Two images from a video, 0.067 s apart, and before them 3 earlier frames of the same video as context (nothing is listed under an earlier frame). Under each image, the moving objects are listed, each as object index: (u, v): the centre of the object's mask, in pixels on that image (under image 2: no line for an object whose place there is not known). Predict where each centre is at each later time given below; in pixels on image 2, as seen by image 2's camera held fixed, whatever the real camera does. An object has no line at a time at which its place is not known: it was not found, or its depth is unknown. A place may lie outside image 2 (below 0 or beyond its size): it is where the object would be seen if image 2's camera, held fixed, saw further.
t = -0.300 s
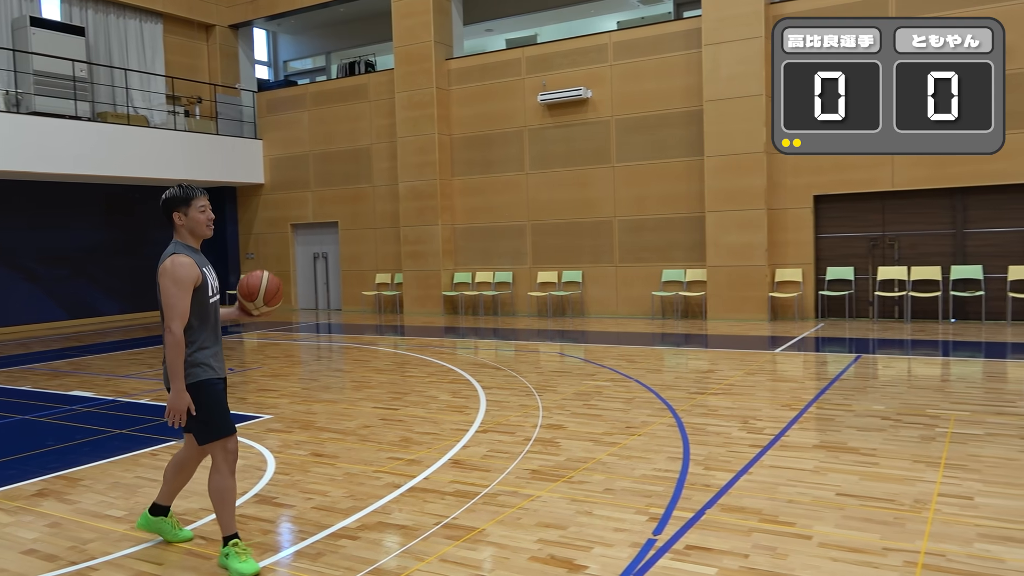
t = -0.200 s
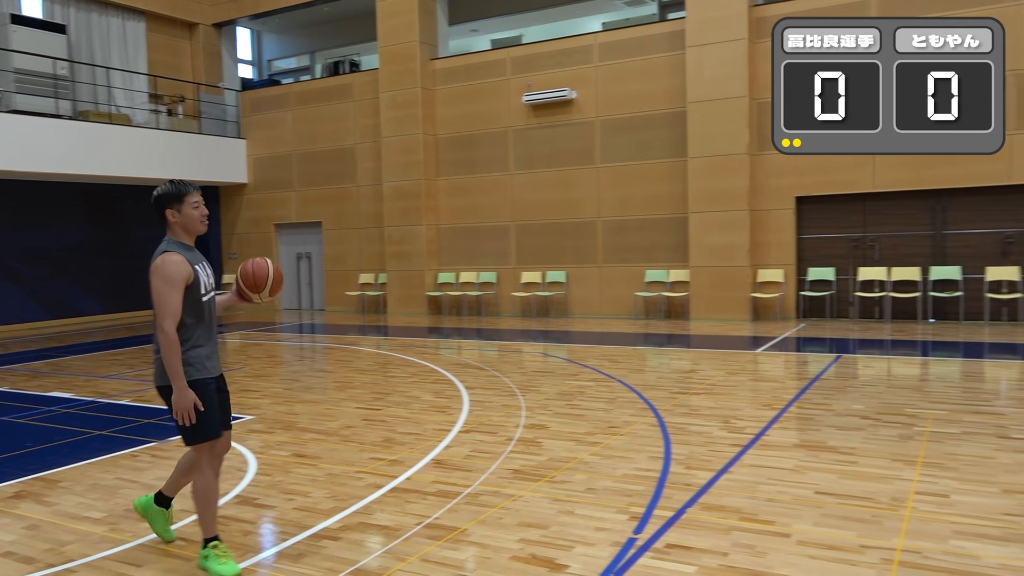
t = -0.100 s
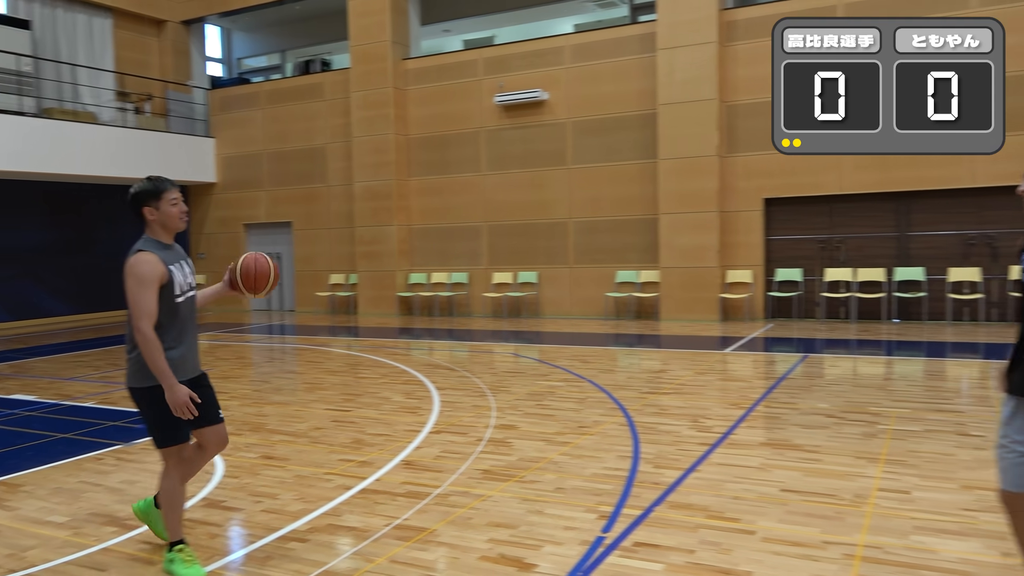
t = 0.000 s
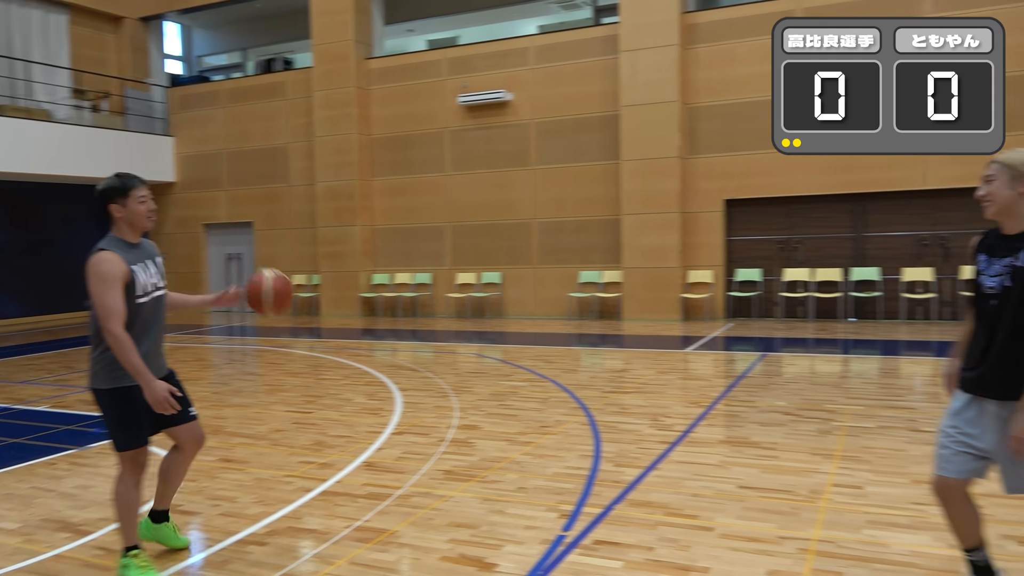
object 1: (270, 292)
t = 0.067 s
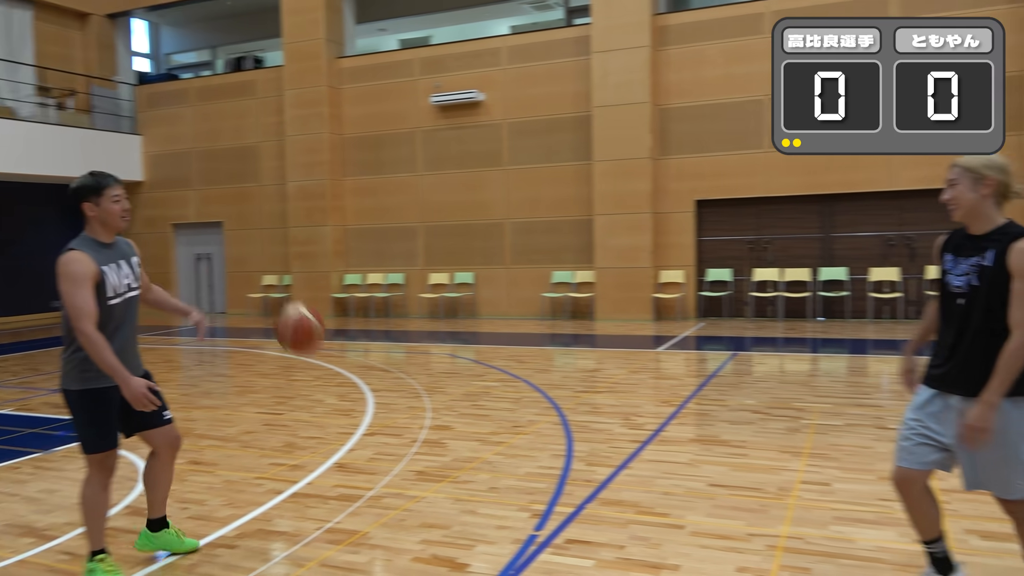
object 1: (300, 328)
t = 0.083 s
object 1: (314, 338)
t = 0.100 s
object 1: (331, 349)
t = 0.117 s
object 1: (348, 362)
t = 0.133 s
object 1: (365, 376)
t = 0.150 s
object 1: (382, 389)
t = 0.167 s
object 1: (400, 402)
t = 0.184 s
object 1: (416, 418)
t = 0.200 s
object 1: (436, 436)
